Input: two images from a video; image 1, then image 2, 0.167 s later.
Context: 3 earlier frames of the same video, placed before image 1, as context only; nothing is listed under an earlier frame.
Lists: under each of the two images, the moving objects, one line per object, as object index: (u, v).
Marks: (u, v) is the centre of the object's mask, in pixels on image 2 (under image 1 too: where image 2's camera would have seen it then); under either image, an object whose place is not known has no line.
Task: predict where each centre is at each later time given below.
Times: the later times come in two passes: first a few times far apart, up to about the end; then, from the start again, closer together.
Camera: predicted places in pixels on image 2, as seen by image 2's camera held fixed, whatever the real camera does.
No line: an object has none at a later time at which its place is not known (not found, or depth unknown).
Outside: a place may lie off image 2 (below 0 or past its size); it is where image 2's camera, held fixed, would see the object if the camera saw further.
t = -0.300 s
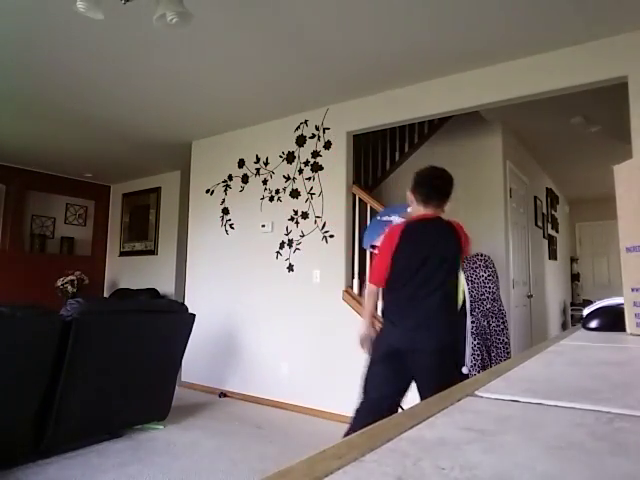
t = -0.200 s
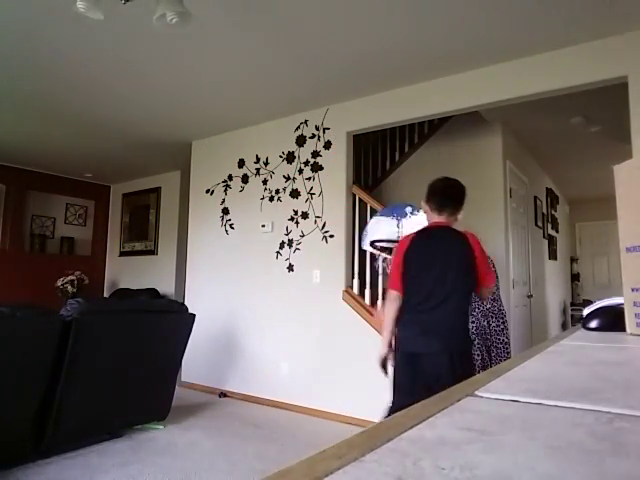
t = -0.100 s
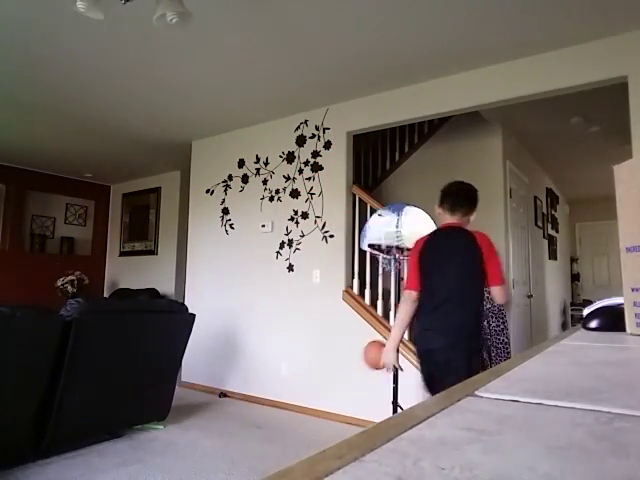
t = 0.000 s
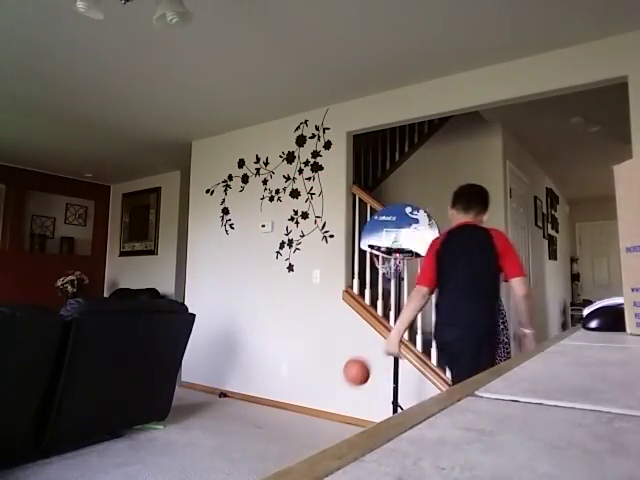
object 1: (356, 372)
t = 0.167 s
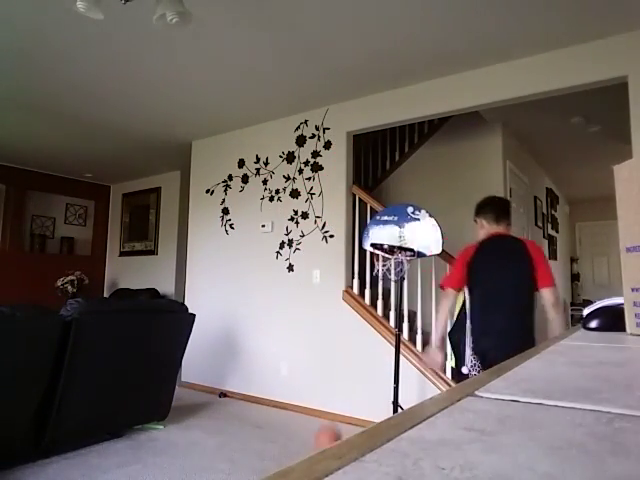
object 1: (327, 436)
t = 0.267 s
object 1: (311, 436)
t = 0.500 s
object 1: (276, 393)
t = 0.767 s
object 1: (243, 420)
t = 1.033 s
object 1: (222, 403)
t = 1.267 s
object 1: (208, 398)
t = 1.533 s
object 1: (197, 393)
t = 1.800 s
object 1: (191, 390)
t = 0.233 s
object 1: (314, 444)
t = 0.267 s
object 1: (311, 436)
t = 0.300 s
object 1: (305, 425)
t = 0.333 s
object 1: (300, 414)
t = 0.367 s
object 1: (295, 406)
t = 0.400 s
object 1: (290, 399)
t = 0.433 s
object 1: (285, 396)
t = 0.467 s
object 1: (281, 394)
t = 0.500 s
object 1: (276, 393)
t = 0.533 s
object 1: (271, 394)
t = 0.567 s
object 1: (267, 397)
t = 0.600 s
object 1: (263, 401)
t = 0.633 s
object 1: (258, 409)
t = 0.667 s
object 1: (253, 417)
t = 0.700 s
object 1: (249, 428)
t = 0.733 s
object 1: (245, 430)
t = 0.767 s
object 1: (243, 420)
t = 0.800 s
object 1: (240, 412)
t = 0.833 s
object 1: (236, 407)
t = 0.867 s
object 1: (234, 401)
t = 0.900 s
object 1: (232, 398)
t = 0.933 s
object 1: (230, 397)
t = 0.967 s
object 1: (227, 397)
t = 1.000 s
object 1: (224, 400)
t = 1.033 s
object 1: (222, 403)
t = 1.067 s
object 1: (219, 408)
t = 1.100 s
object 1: (216, 413)
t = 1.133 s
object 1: (216, 409)
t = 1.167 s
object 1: (213, 404)
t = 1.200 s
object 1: (211, 400)
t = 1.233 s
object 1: (209, 399)
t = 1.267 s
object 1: (208, 398)
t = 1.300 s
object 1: (206, 398)
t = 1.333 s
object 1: (205, 399)
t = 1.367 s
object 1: (203, 402)
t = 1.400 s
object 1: (201, 402)
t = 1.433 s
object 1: (201, 399)
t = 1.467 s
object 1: (199, 395)
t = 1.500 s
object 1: (198, 393)
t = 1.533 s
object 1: (197, 393)
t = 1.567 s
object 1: (197, 394)
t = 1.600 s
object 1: (195, 397)
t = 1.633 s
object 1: (194, 395)
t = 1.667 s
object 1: (194, 391)
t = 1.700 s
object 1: (193, 390)
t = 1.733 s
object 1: (192, 390)
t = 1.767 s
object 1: (192, 391)
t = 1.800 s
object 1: (191, 390)
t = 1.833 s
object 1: (191, 388)
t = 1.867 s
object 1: (190, 387)
